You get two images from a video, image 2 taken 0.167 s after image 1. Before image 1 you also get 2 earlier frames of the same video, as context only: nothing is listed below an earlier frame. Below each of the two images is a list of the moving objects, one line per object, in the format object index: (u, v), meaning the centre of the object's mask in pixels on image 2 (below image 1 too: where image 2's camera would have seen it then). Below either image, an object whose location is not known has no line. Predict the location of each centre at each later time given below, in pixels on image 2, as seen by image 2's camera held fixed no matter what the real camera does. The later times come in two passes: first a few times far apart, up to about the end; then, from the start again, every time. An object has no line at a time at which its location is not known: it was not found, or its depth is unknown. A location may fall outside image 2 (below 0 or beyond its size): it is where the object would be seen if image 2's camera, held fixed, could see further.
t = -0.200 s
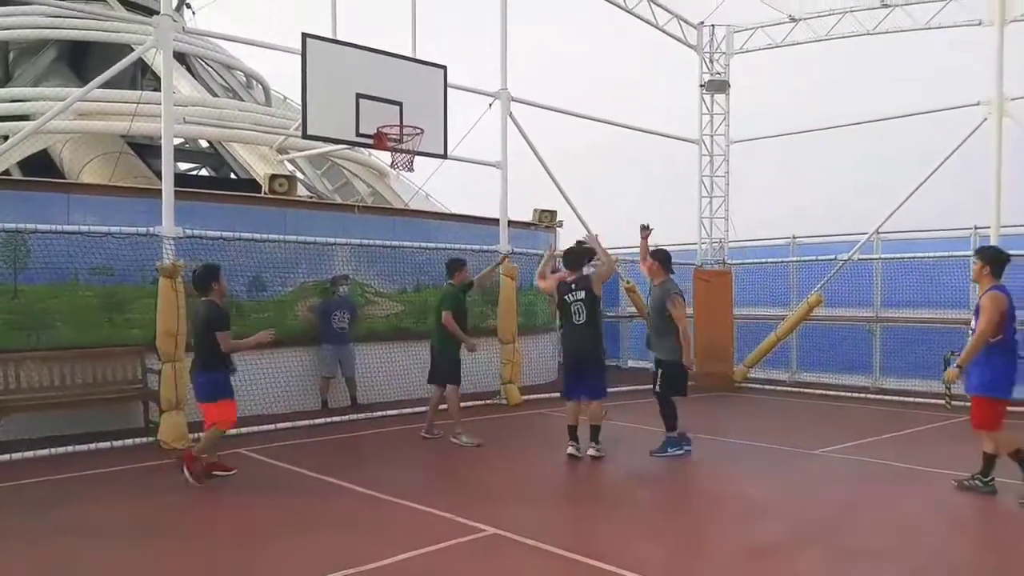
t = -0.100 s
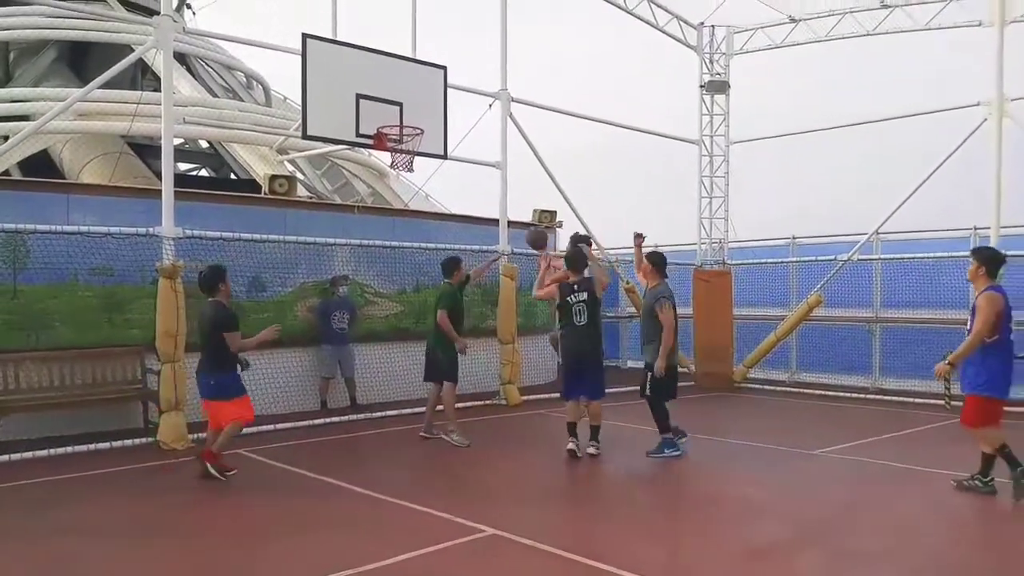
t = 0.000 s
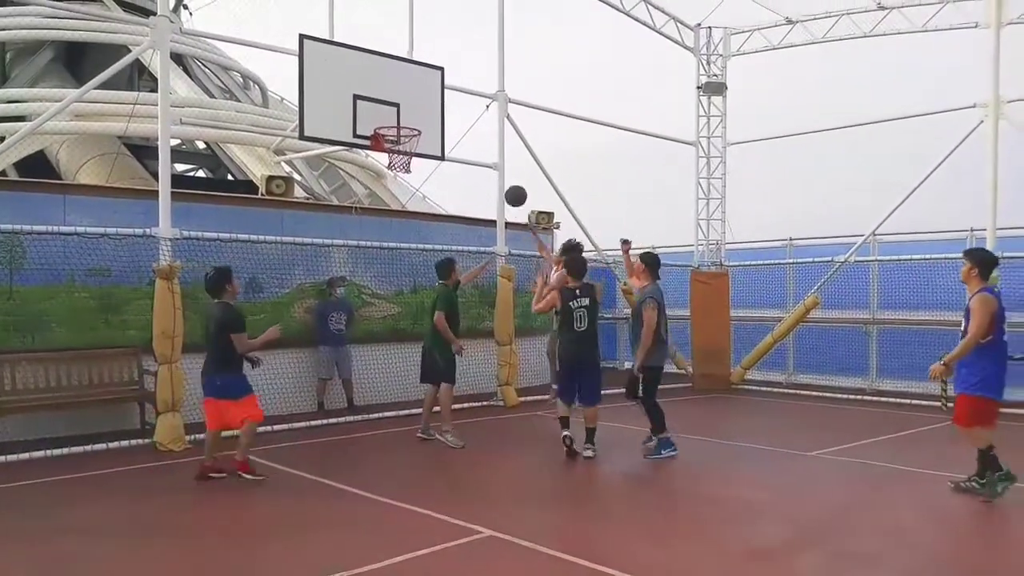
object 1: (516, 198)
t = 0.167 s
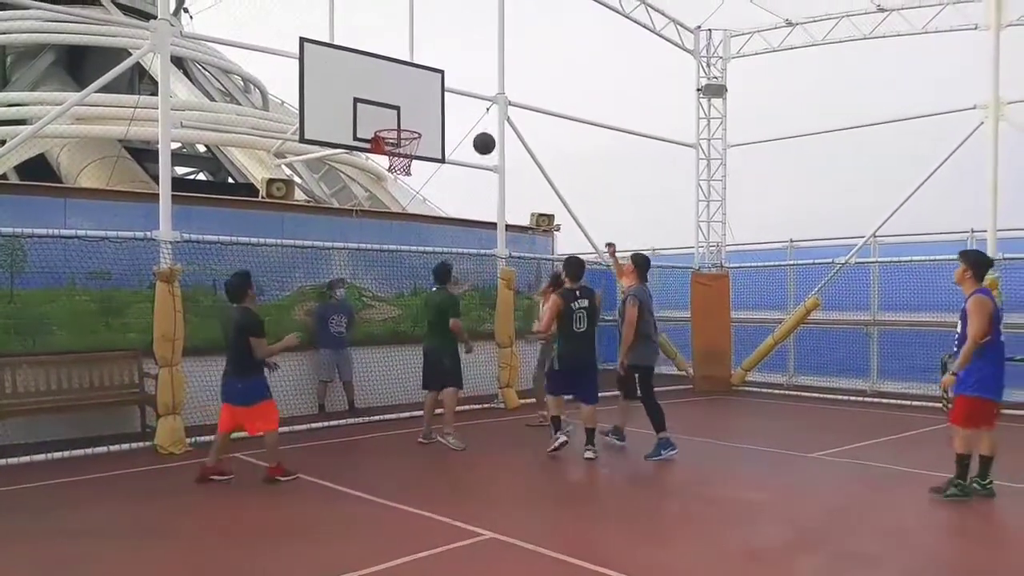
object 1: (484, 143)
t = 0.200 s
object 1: (478, 135)
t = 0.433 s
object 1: (433, 107)
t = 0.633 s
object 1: (394, 124)
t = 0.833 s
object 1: (372, 109)
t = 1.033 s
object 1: (350, 126)
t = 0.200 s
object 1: (478, 135)
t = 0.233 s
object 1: (471, 128)
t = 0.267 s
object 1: (465, 122)
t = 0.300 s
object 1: (458, 117)
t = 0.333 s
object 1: (453, 113)
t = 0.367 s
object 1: (445, 110)
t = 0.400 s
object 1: (439, 108)
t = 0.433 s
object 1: (433, 107)
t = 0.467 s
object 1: (426, 107)
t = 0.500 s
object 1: (420, 109)
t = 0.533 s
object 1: (414, 111)
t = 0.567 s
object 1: (407, 115)
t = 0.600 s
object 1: (401, 119)
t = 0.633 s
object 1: (394, 124)
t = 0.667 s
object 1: (390, 122)
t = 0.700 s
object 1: (386, 119)
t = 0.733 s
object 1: (383, 115)
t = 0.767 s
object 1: (379, 112)
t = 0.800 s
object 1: (375, 110)
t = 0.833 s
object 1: (372, 109)
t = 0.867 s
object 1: (369, 109)
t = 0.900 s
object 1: (366, 111)
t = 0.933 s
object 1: (361, 112)
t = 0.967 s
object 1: (357, 116)
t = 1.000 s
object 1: (354, 120)
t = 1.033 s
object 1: (350, 126)
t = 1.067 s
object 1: (346, 133)
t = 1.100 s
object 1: (344, 141)
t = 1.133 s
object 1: (340, 151)
